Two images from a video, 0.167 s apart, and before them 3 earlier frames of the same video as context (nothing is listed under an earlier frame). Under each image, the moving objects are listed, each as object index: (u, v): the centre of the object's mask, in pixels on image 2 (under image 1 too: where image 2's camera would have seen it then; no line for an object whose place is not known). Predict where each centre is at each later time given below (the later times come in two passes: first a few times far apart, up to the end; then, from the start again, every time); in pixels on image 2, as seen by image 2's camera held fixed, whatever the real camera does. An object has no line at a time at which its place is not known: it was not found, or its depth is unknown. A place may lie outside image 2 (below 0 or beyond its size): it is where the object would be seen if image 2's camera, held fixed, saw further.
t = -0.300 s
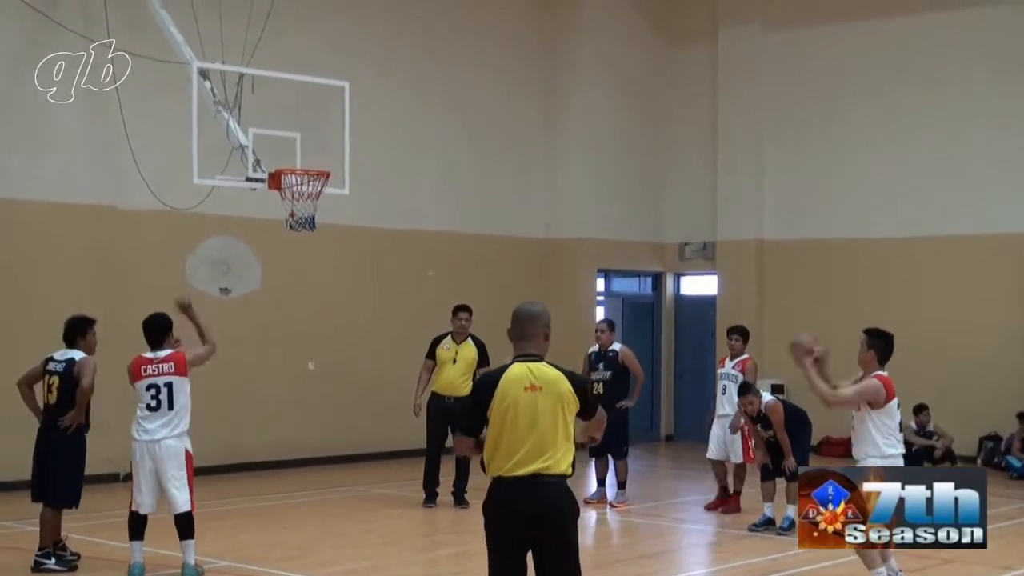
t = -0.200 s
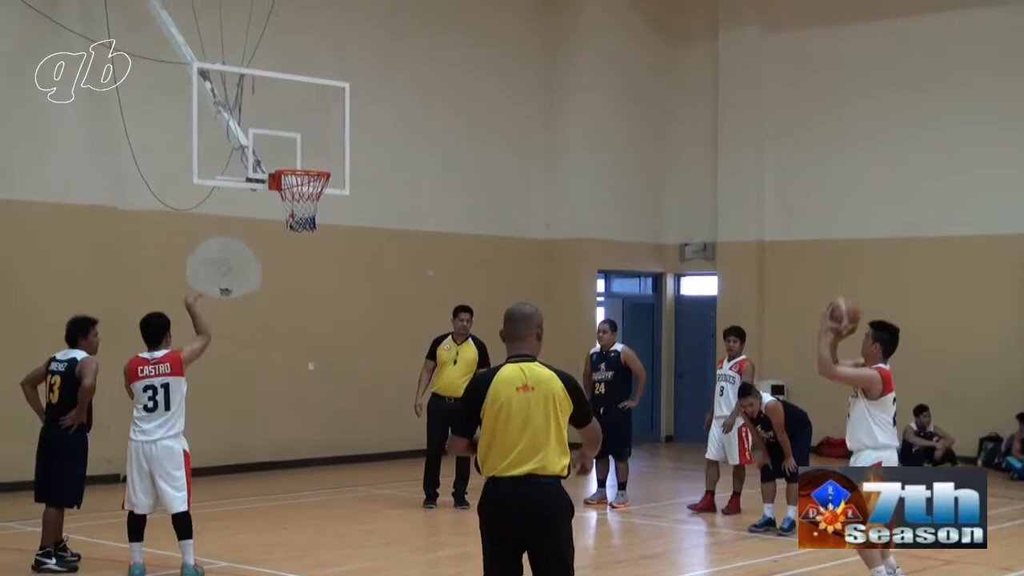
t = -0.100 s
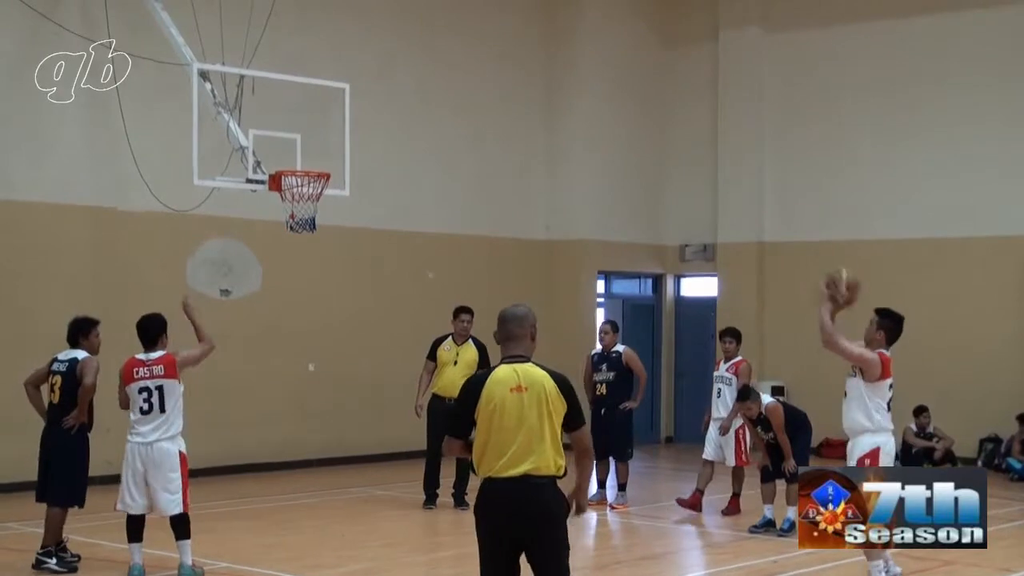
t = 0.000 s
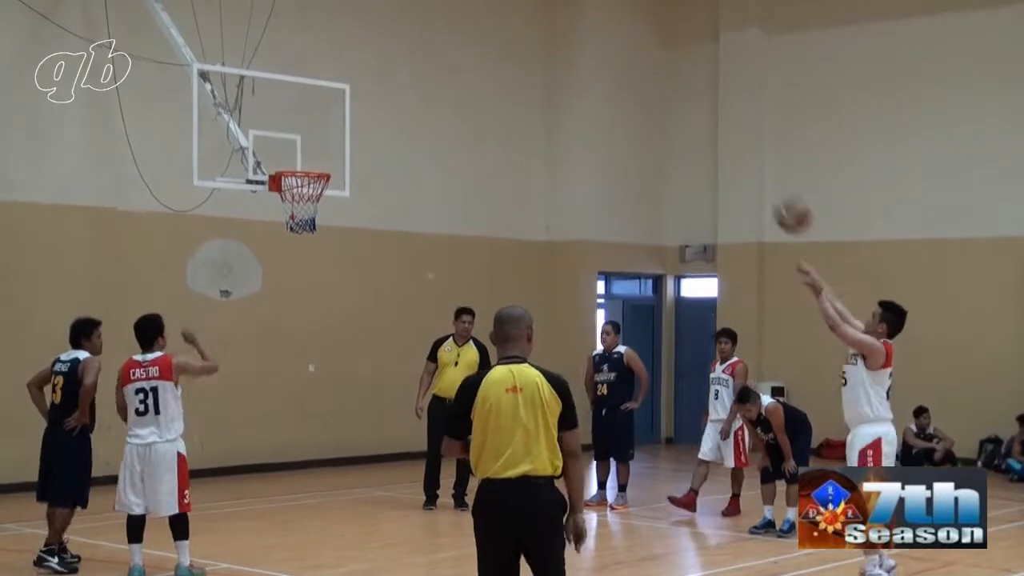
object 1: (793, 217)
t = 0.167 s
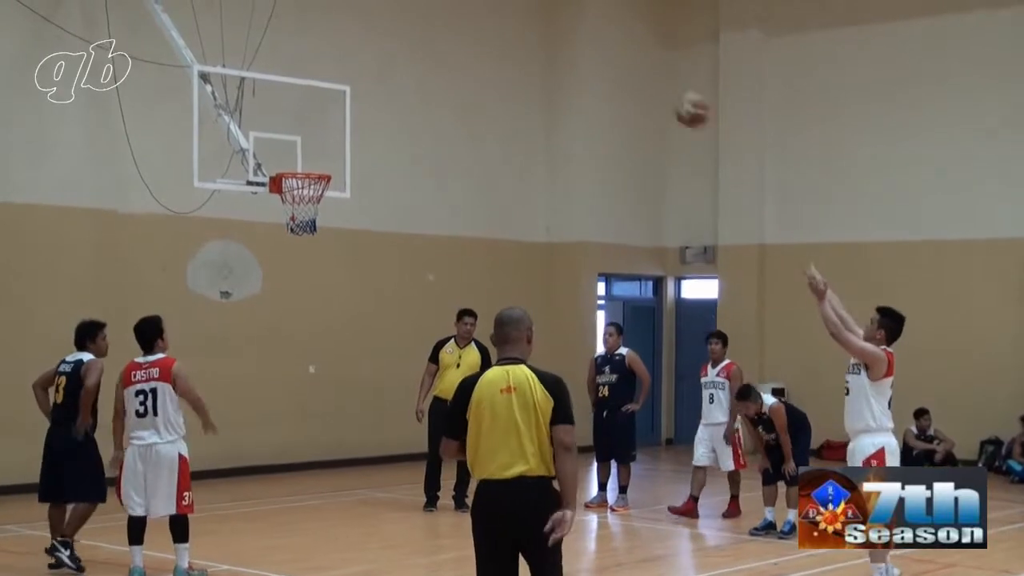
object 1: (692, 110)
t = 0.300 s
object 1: (619, 60)
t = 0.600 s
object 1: (474, 34)
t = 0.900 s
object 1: (350, 115)
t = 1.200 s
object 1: (285, 205)
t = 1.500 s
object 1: (292, 282)
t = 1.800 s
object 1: (297, 453)
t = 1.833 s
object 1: (297, 478)
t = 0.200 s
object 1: (673, 96)
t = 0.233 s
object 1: (655, 82)
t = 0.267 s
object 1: (637, 69)
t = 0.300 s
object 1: (619, 60)
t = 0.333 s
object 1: (601, 51)
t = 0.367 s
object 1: (584, 43)
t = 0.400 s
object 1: (567, 39)
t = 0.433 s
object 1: (551, 35)
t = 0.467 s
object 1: (535, 33)
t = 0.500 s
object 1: (520, 30)
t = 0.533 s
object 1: (503, 31)
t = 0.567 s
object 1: (488, 33)
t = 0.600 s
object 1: (474, 34)
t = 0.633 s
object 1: (459, 39)
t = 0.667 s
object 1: (445, 46)
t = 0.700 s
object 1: (430, 52)
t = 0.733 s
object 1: (416, 60)
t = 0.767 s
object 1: (403, 69)
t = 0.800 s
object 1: (389, 78)
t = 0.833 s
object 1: (375, 90)
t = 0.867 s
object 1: (363, 101)
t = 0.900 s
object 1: (350, 115)
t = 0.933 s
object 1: (336, 129)
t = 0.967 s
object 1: (324, 144)
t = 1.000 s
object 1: (313, 159)
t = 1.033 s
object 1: (302, 176)
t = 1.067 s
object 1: (289, 195)
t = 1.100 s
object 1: (285, 201)
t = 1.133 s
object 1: (284, 204)
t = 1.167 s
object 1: (285, 205)
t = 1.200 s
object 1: (285, 205)
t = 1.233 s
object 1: (285, 208)
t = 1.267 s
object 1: (286, 214)
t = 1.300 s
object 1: (288, 221)
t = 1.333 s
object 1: (288, 227)
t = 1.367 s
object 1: (289, 236)
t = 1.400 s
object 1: (290, 245)
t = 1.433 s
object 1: (291, 256)
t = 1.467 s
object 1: (292, 268)
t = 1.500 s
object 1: (292, 282)
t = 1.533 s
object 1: (293, 296)
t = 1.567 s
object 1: (293, 311)
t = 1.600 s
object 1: (294, 328)
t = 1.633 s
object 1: (294, 345)
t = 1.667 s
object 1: (294, 365)
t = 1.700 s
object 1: (296, 384)
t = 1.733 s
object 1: (295, 407)
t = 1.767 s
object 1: (296, 430)
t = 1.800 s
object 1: (297, 453)
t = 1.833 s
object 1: (297, 478)
